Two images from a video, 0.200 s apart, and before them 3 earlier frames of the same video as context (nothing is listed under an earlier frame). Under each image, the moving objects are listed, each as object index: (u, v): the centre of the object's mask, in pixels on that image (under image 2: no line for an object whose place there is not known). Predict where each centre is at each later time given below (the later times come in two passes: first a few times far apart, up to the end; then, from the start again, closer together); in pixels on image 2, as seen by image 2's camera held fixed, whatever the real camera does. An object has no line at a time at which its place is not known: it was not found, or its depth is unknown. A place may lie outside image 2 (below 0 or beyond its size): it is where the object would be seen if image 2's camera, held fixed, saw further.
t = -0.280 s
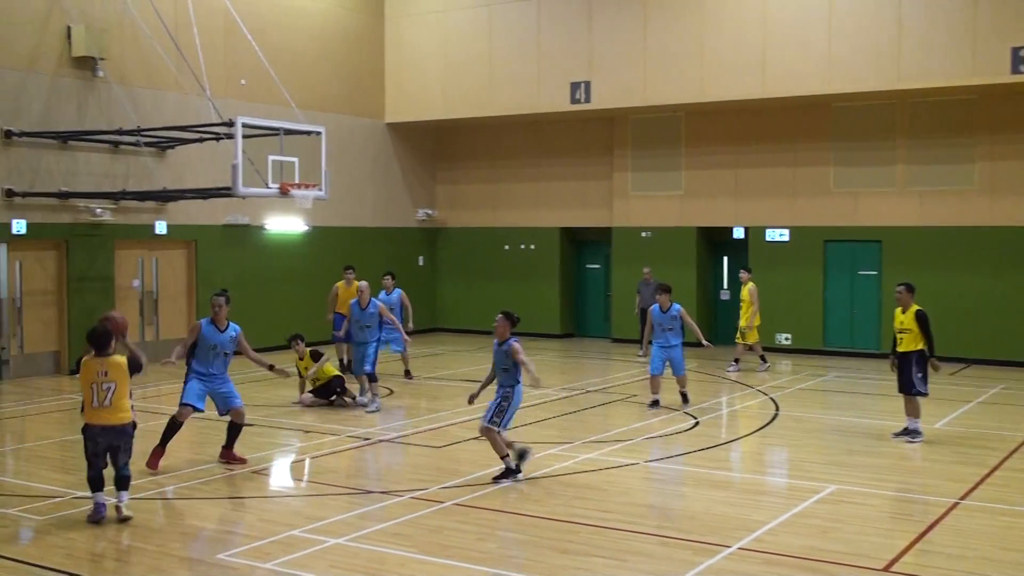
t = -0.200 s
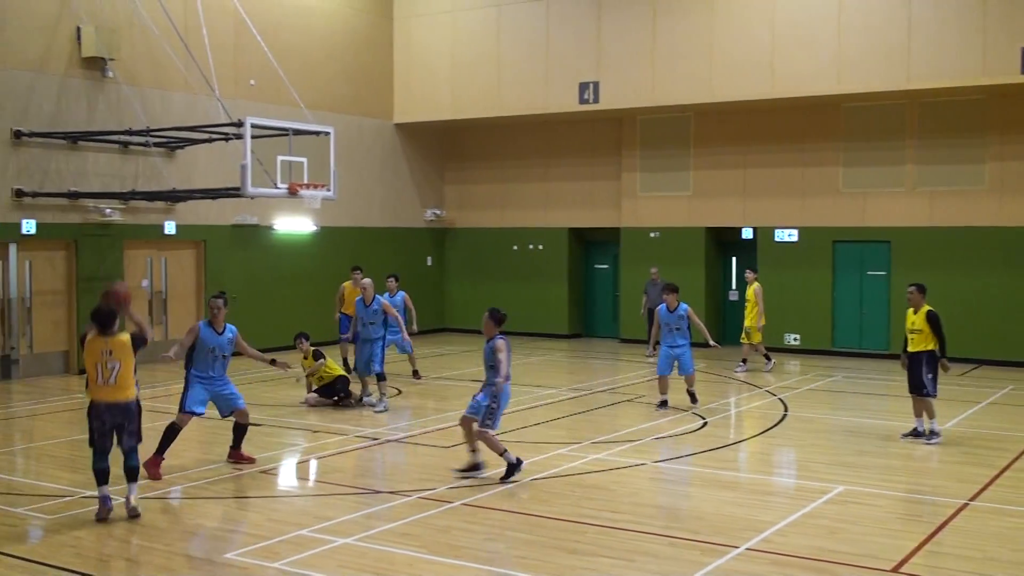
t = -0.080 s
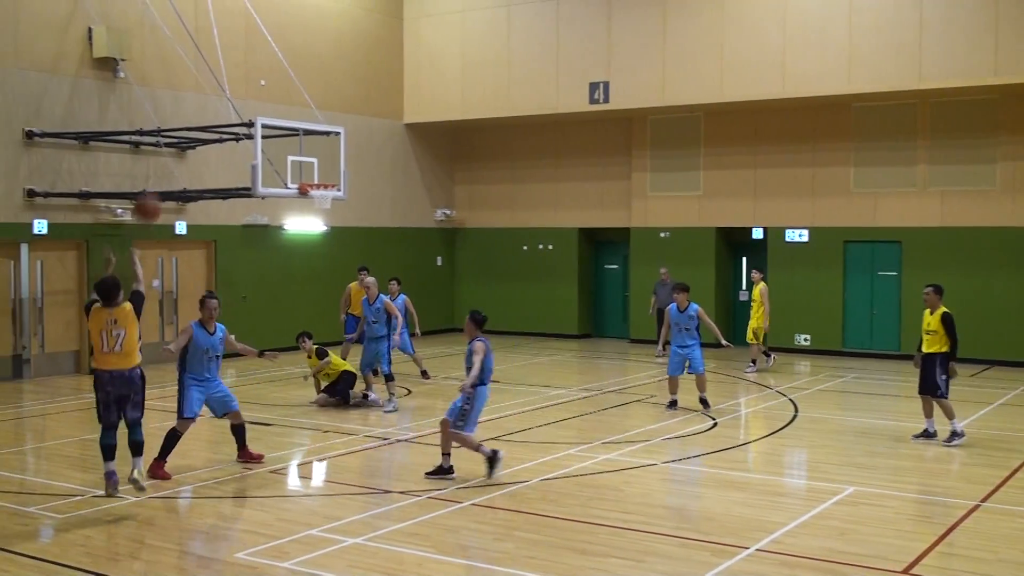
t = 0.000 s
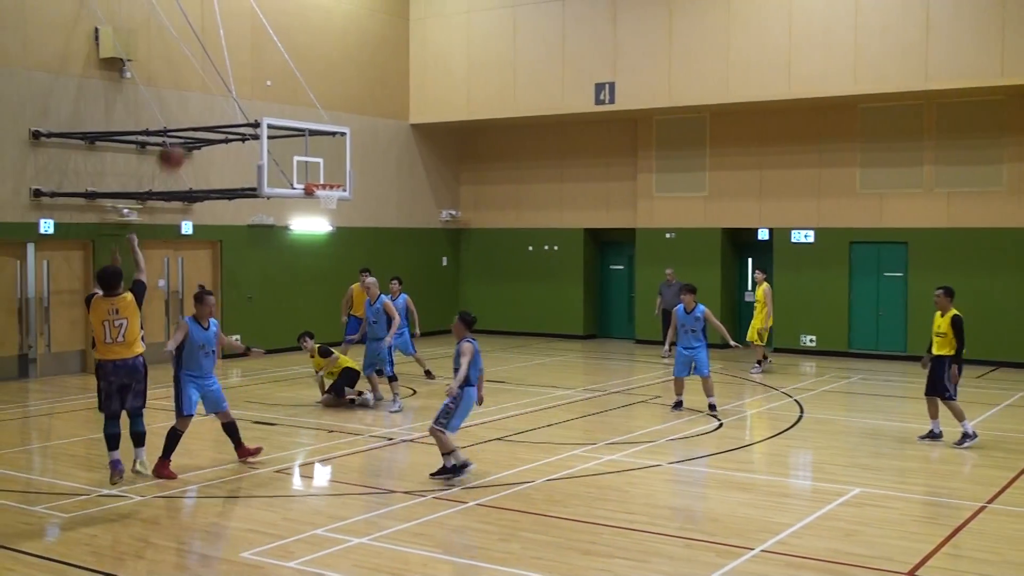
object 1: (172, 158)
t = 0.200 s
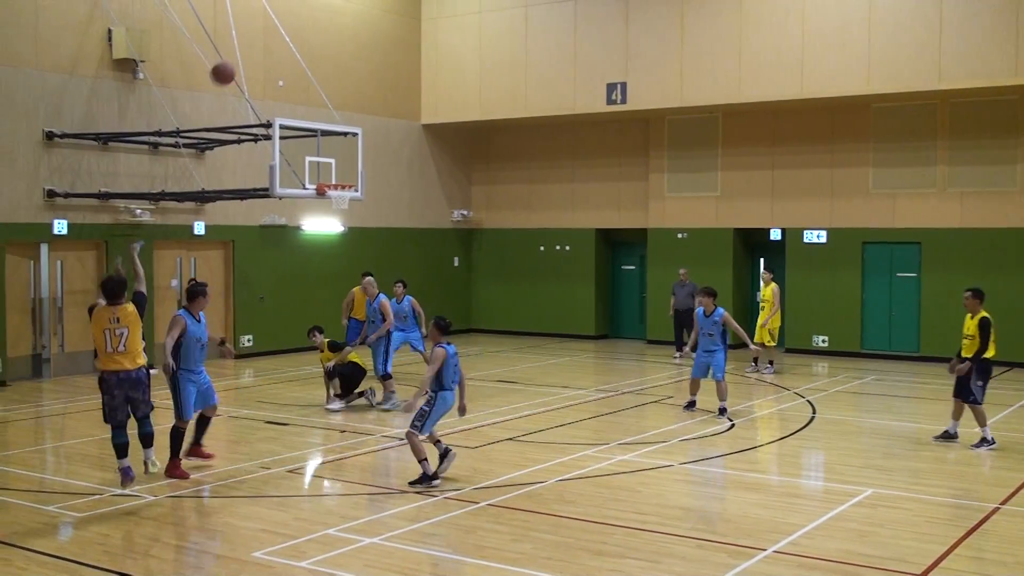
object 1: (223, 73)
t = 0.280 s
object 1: (237, 54)
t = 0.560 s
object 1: (276, 40)
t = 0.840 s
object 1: (306, 86)
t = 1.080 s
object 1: (326, 160)
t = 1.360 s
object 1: (356, 165)
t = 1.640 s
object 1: (394, 181)
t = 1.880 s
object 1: (426, 230)
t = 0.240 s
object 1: (230, 63)
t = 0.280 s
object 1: (237, 54)
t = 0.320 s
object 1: (243, 47)
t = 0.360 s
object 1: (249, 43)
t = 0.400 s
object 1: (254, 39)
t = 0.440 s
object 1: (260, 37)
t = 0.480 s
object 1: (266, 37)
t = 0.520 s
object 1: (271, 38)
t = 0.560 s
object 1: (276, 40)
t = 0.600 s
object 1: (281, 43)
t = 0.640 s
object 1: (286, 48)
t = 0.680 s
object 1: (290, 53)
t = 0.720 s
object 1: (295, 60)
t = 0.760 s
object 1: (298, 67)
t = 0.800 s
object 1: (303, 76)
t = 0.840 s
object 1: (306, 86)
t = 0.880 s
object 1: (310, 95)
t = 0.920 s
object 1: (313, 107)
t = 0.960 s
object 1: (317, 118)
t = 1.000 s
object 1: (321, 131)
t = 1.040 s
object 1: (323, 145)
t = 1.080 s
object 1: (326, 160)
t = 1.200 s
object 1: (338, 171)
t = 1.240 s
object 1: (343, 167)
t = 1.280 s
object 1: (347, 165)
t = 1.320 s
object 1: (352, 164)
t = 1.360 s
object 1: (356, 165)
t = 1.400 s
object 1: (361, 165)
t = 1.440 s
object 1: (366, 165)
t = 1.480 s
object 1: (371, 166)
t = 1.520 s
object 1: (377, 168)
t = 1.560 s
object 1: (383, 171)
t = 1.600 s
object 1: (389, 176)
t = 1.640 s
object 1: (394, 181)
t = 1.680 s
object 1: (400, 187)
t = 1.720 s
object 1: (405, 194)
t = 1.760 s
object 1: (411, 201)
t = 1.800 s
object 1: (415, 211)
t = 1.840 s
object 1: (421, 221)
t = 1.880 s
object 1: (426, 230)
